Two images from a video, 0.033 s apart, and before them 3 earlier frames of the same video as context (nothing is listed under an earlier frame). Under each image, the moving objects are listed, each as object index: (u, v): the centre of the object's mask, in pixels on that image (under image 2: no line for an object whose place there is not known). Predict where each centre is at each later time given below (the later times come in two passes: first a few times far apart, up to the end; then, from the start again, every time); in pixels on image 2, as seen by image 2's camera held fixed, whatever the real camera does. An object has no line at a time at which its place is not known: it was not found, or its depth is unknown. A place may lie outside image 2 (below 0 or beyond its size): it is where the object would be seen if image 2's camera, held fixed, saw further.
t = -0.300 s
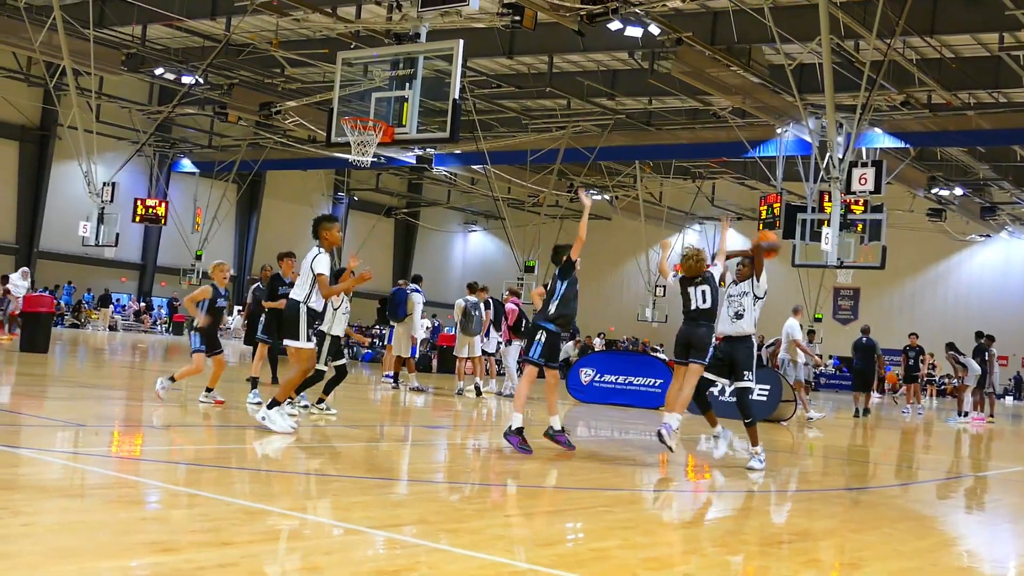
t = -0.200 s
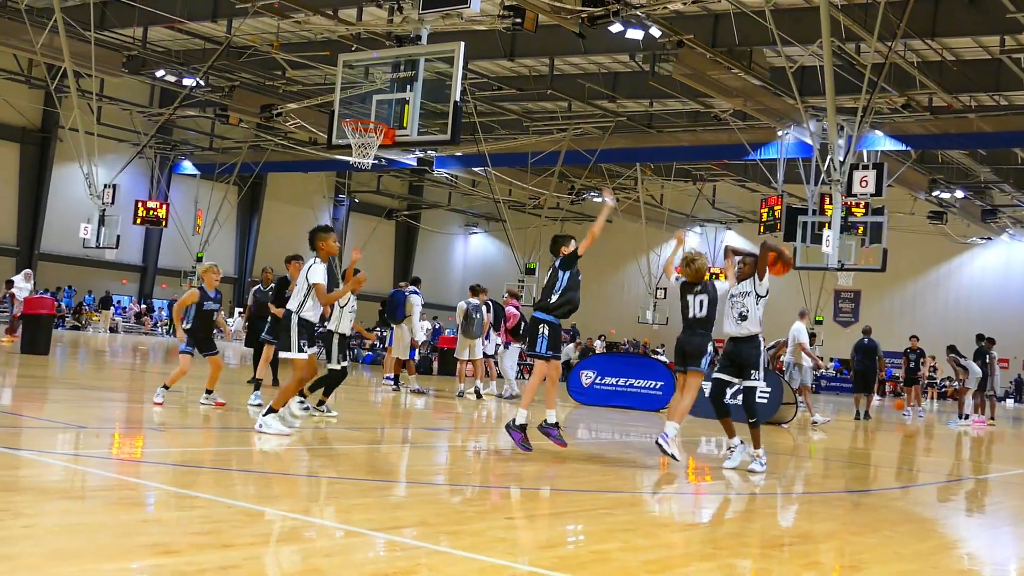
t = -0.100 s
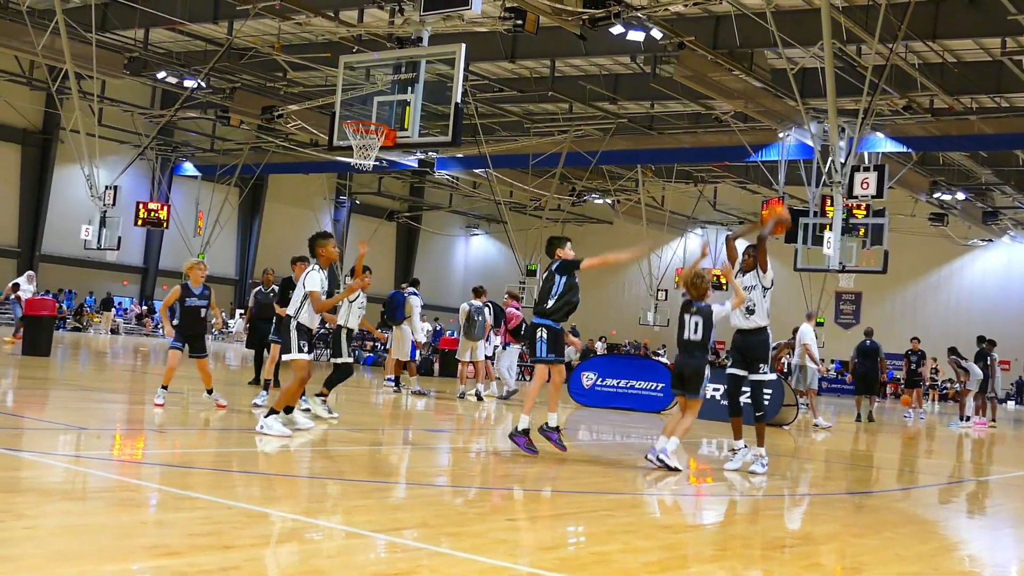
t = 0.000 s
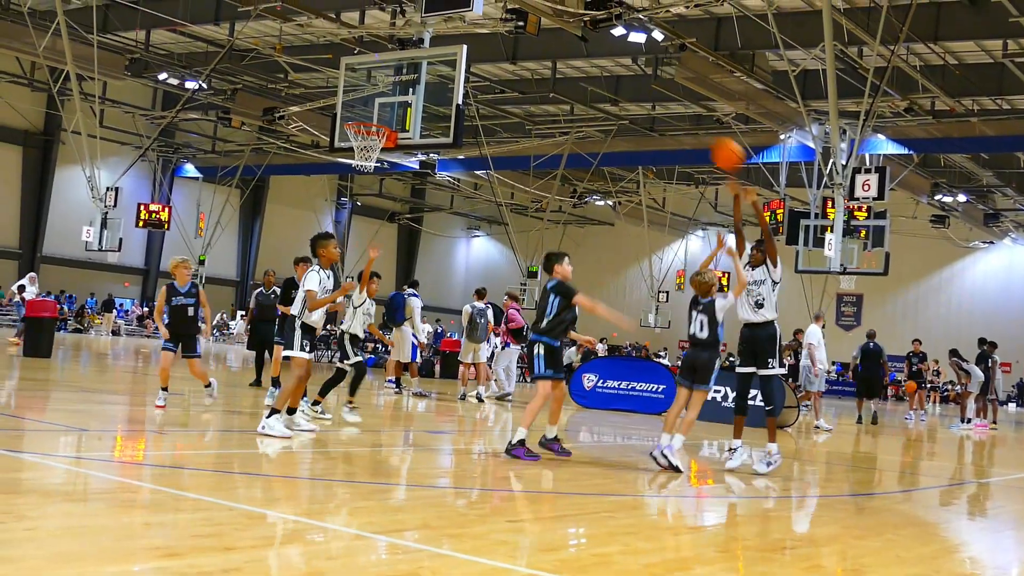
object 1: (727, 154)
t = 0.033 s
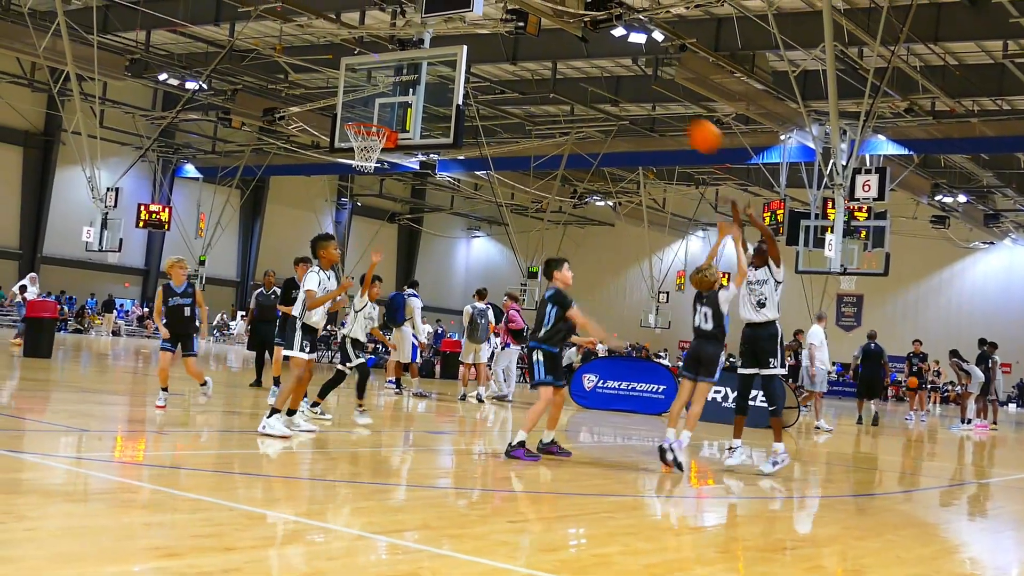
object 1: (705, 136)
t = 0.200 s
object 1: (572, 55)
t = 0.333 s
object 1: (450, 11)
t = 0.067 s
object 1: (680, 119)
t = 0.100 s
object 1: (653, 100)
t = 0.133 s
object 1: (628, 85)
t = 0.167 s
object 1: (601, 70)
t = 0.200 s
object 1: (572, 55)
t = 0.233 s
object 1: (543, 43)
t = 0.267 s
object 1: (514, 32)
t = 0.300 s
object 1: (484, 22)
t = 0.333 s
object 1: (450, 11)
